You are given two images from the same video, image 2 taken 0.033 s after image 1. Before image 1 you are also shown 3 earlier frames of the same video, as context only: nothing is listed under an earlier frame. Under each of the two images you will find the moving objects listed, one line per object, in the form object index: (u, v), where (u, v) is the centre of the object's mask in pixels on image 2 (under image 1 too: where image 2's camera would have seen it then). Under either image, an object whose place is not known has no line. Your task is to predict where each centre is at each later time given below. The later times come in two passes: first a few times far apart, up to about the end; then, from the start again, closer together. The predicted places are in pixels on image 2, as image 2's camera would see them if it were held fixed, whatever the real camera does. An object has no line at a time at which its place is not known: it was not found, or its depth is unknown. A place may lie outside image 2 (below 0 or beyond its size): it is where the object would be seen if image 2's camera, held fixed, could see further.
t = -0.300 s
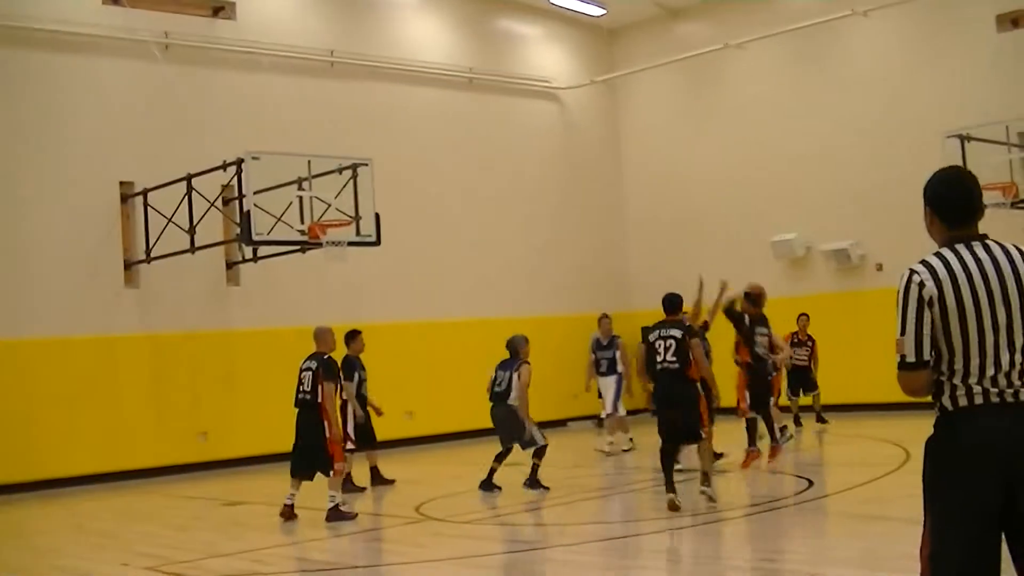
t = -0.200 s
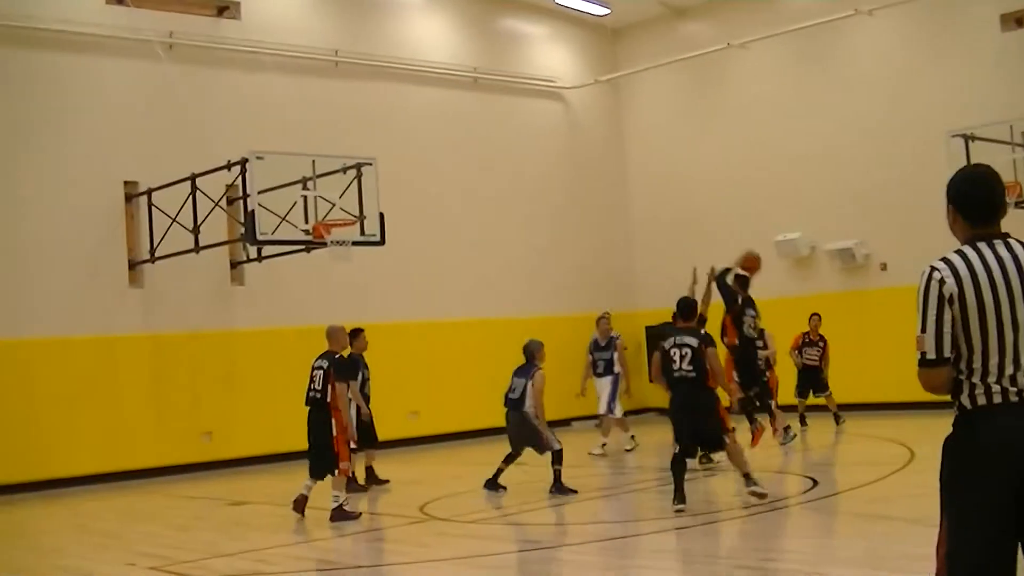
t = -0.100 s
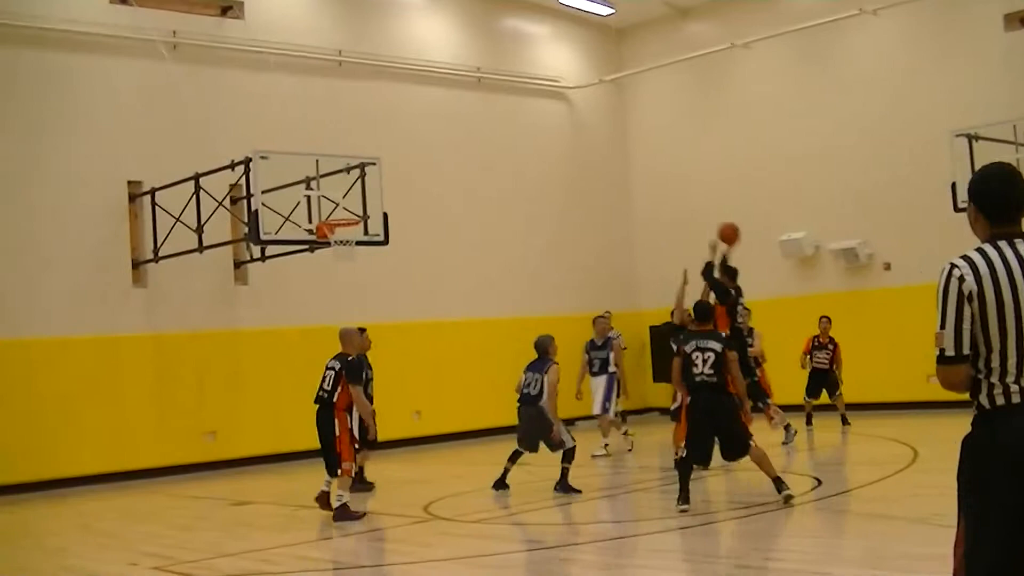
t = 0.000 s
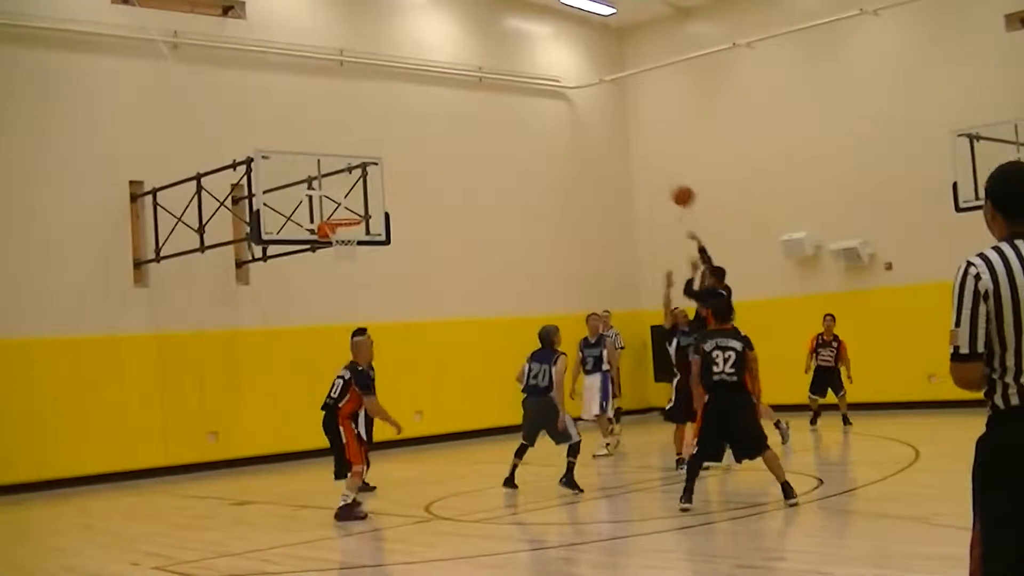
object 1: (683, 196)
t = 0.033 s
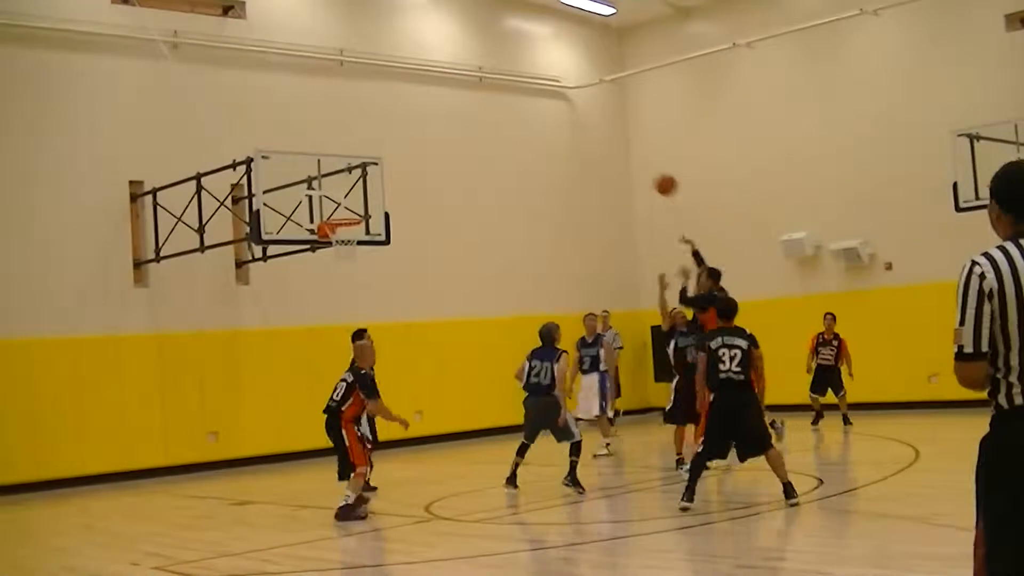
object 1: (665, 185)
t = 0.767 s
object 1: (331, 199)
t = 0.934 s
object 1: (267, 264)
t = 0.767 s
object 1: (331, 199)
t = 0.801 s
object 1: (319, 210)
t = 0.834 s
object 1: (306, 223)
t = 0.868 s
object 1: (292, 235)
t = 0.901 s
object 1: (280, 249)
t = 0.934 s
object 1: (267, 264)
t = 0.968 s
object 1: (255, 279)
